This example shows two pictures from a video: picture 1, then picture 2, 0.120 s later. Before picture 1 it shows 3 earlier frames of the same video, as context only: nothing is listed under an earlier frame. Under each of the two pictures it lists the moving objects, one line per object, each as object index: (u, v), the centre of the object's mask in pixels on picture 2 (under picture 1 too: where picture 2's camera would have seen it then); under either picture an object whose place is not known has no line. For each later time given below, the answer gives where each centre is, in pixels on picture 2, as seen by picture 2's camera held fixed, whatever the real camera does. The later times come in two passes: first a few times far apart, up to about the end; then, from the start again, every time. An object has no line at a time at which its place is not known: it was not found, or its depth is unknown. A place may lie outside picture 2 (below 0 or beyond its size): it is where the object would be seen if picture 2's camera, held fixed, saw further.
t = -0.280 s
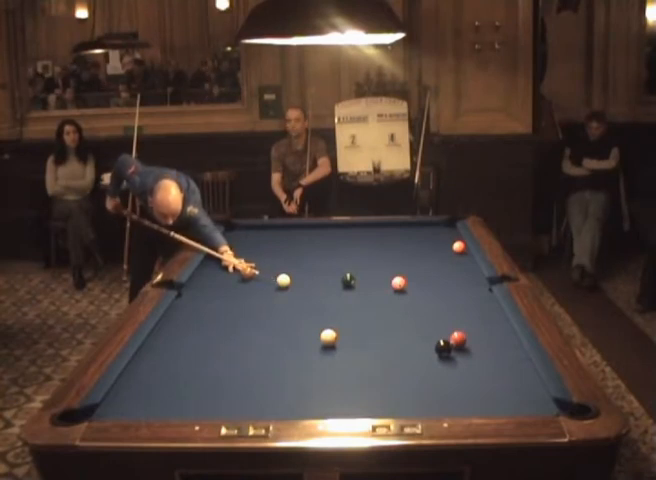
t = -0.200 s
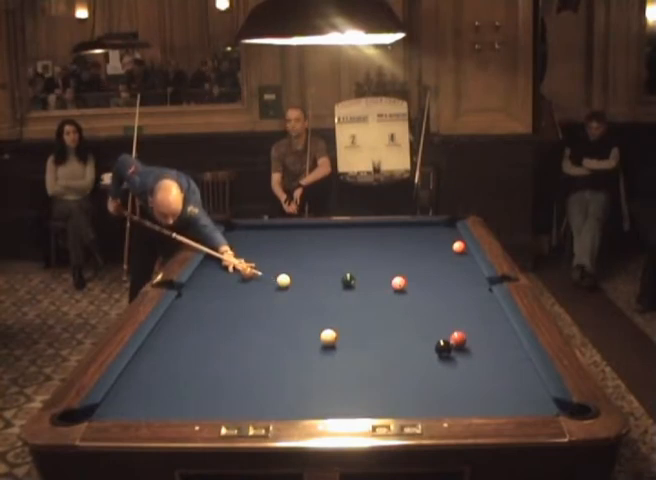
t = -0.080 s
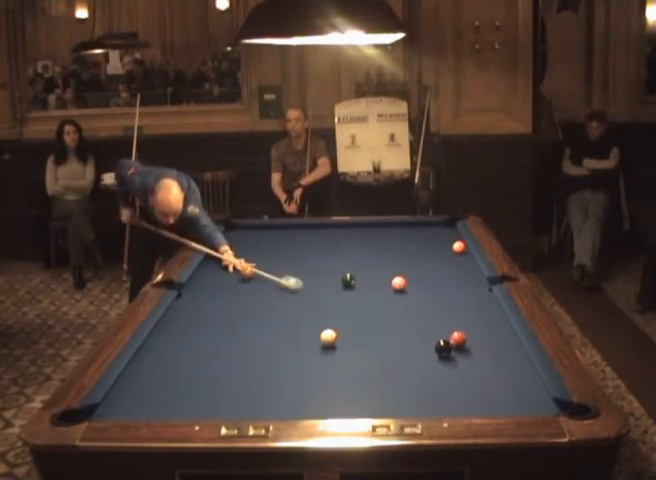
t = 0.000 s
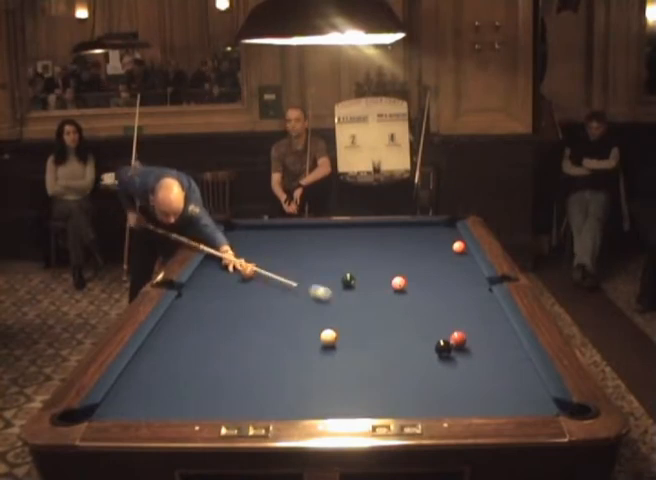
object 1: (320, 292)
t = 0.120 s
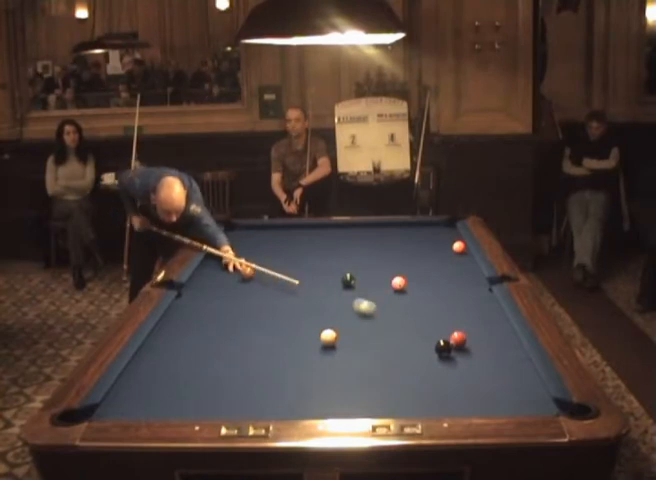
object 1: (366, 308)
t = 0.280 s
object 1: (423, 325)
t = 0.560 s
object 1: (479, 333)
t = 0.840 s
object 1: (500, 333)
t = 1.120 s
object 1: (480, 332)
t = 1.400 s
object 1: (462, 330)
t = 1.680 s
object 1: (446, 329)
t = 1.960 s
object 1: (432, 328)
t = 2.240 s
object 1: (420, 327)
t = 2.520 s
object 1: (410, 326)
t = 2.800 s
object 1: (401, 326)
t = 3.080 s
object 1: (394, 325)
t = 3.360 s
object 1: (388, 325)
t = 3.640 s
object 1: (385, 325)
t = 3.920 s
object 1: (383, 325)
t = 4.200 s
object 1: (382, 325)
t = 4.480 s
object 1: (383, 325)
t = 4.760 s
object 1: (383, 325)
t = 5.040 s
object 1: (382, 325)
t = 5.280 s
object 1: (382, 325)
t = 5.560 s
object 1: (382, 325)
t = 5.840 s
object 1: (382, 325)
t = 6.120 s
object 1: (382, 325)
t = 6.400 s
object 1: (382, 325)
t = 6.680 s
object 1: (382, 325)
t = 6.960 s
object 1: (382, 325)
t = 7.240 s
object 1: (382, 325)
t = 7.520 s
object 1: (382, 325)
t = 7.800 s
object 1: (382, 325)
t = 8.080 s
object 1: (382, 325)
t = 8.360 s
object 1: (382, 325)
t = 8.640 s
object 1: (382, 325)
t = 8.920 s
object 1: (382, 325)
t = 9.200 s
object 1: (382, 325)
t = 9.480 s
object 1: (382, 325)
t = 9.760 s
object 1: (382, 325)
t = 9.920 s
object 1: (383, 325)
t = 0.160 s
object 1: (381, 312)
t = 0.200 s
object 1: (395, 316)
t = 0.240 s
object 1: (409, 321)
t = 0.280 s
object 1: (423, 325)
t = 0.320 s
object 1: (436, 329)
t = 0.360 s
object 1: (447, 332)
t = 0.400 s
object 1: (454, 332)
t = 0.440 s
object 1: (460, 333)
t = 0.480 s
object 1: (466, 333)
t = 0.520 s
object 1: (473, 333)
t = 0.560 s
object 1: (479, 333)
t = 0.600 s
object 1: (485, 333)
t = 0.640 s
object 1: (492, 333)
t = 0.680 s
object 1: (498, 333)
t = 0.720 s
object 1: (504, 334)
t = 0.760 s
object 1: (507, 333)
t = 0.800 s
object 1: (503, 333)
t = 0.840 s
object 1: (500, 333)
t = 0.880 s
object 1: (497, 333)
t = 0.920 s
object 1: (494, 333)
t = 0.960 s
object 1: (491, 332)
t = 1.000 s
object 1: (488, 332)
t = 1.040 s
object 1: (485, 332)
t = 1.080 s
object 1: (483, 332)
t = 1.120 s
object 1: (480, 332)
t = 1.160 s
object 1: (477, 331)
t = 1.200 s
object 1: (474, 331)
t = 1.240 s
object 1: (472, 331)
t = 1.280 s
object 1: (469, 331)
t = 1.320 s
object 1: (467, 331)
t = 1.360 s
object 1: (465, 330)
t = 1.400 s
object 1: (462, 330)
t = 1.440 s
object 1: (460, 330)
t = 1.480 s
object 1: (457, 329)
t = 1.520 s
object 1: (455, 330)
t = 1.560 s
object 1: (452, 329)
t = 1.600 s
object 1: (450, 329)
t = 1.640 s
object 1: (448, 328)
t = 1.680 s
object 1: (446, 329)
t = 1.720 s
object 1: (444, 328)
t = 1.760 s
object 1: (442, 328)
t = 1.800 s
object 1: (440, 328)
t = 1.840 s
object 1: (438, 328)
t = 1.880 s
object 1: (436, 328)
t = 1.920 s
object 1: (434, 328)
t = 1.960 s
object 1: (432, 328)
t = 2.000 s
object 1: (430, 328)
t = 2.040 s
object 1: (429, 327)
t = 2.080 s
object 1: (426, 327)
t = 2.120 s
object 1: (425, 327)
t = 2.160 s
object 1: (423, 327)
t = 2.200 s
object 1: (422, 327)
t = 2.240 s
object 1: (420, 327)
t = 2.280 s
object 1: (419, 327)
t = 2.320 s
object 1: (417, 327)
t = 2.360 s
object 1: (416, 327)
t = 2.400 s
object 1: (414, 326)
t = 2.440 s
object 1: (413, 327)
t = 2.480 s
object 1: (411, 326)
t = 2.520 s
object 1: (410, 326)
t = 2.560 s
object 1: (408, 326)
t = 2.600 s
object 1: (407, 326)
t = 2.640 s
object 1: (406, 326)
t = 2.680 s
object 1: (405, 326)
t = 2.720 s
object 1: (403, 326)
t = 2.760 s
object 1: (402, 326)
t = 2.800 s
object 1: (401, 326)
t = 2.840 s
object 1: (400, 326)
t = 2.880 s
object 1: (399, 326)
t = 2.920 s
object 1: (398, 325)
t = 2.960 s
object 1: (397, 326)
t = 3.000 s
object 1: (396, 325)
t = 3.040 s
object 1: (395, 325)
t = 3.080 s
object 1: (394, 325)
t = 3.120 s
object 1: (393, 325)
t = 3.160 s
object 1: (392, 325)
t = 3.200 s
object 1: (391, 325)
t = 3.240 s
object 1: (391, 325)
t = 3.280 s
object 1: (390, 325)
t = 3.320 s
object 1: (389, 325)
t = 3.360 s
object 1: (388, 325)
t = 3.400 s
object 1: (388, 325)
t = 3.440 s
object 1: (387, 325)
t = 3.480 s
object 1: (386, 325)
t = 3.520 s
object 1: (386, 325)
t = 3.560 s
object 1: (385, 325)
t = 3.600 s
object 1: (385, 325)
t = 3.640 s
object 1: (385, 325)
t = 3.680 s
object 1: (384, 325)
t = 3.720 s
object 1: (384, 325)
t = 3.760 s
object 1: (384, 325)
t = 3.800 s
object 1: (383, 325)
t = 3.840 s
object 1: (383, 325)
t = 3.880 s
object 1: (383, 325)
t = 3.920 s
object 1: (383, 325)
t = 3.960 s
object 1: (383, 325)
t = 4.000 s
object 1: (383, 325)
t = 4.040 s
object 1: (383, 325)
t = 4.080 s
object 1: (382, 325)
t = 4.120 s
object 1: (383, 325)
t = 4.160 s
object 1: (383, 325)
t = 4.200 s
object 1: (382, 325)
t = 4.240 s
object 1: (383, 325)
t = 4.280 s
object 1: (383, 325)
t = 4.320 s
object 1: (383, 325)
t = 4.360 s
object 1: (383, 325)
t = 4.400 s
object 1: (383, 325)
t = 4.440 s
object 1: (383, 325)
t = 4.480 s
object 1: (383, 325)
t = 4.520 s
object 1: (383, 325)
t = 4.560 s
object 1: (383, 325)
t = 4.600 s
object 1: (383, 325)
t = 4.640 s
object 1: (383, 325)
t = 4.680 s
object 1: (383, 325)
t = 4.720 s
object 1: (383, 325)
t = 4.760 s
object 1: (383, 325)
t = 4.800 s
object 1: (383, 325)
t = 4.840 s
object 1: (383, 325)
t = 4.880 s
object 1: (382, 325)
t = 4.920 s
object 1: (382, 325)
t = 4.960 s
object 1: (383, 325)
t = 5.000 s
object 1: (382, 325)
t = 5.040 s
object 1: (382, 325)
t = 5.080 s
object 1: (382, 325)
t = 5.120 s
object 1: (382, 325)
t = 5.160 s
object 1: (382, 325)
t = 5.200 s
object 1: (382, 325)
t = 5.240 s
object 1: (382, 325)
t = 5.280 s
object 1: (382, 325)
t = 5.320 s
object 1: (382, 325)
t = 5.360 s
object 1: (382, 325)
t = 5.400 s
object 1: (382, 325)
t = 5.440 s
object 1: (382, 325)
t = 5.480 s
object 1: (382, 325)
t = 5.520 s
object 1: (382, 325)
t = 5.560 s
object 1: (382, 325)
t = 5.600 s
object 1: (382, 325)
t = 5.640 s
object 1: (382, 325)
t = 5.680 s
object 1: (382, 325)
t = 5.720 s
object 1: (383, 325)
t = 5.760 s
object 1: (382, 325)
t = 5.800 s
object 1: (382, 325)
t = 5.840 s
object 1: (382, 325)
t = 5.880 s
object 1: (382, 325)
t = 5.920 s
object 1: (382, 325)
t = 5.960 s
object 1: (382, 325)
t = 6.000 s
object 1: (382, 325)
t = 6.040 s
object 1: (382, 325)
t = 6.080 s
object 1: (382, 325)
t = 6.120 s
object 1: (382, 325)
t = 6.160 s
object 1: (382, 325)
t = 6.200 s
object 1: (382, 325)
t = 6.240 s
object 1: (382, 325)
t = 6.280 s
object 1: (382, 325)
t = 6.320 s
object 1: (382, 325)
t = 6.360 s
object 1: (382, 325)
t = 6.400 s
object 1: (382, 325)
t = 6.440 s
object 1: (382, 325)
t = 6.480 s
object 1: (382, 325)
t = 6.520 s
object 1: (382, 325)
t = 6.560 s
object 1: (382, 325)
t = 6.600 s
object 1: (383, 325)
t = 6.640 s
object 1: (382, 325)
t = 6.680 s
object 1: (382, 325)
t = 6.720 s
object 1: (382, 325)
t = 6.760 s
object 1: (382, 325)
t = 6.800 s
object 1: (382, 325)
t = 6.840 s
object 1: (382, 325)
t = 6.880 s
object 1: (382, 325)
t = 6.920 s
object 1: (382, 325)
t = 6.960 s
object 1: (382, 325)
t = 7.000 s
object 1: (382, 325)
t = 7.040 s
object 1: (382, 325)
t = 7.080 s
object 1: (382, 325)
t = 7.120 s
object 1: (382, 325)
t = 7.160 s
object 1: (382, 325)
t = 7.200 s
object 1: (382, 325)
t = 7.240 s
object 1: (382, 325)
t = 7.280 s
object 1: (382, 325)
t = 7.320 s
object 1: (382, 325)
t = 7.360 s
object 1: (382, 325)
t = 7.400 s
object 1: (382, 325)
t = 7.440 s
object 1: (382, 325)
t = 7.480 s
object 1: (382, 325)
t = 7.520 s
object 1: (382, 325)
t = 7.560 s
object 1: (382, 325)
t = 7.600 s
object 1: (382, 325)
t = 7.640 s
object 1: (382, 325)
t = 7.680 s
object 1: (382, 325)
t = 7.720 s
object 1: (382, 325)
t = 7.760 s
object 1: (382, 325)
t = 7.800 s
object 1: (382, 325)
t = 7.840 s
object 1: (382, 325)
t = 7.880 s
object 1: (382, 325)
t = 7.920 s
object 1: (383, 325)
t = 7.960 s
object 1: (383, 325)
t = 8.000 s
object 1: (382, 325)
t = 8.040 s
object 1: (382, 325)
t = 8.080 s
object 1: (382, 325)
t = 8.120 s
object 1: (383, 325)
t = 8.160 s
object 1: (382, 325)
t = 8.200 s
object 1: (382, 325)
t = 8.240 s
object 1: (382, 325)
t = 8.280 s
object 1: (382, 325)
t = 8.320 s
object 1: (382, 325)
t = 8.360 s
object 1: (382, 325)
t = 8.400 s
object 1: (382, 325)
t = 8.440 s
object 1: (382, 325)
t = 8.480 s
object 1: (382, 325)
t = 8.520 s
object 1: (382, 325)
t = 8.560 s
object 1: (382, 325)
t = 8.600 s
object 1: (382, 325)
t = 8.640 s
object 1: (382, 325)
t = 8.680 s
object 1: (382, 325)
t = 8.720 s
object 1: (382, 325)
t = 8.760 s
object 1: (382, 325)
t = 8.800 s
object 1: (382, 325)
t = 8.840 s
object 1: (382, 325)
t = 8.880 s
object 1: (382, 325)
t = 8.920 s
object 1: (382, 325)
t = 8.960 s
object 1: (382, 325)
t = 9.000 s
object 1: (382, 325)
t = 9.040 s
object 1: (382, 325)
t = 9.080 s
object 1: (382, 325)
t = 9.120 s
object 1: (382, 325)
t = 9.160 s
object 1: (382, 325)
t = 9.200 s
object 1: (382, 325)
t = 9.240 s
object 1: (382, 324)
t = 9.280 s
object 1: (382, 325)
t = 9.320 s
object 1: (382, 325)
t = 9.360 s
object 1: (382, 325)
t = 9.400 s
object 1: (382, 325)
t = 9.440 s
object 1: (382, 325)
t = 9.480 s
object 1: (382, 325)
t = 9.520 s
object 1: (382, 325)
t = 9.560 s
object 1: (382, 325)
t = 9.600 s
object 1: (382, 325)
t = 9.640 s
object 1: (382, 325)
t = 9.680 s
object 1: (382, 325)
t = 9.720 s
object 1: (382, 325)
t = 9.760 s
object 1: (382, 325)
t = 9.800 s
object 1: (382, 325)
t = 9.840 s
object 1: (382, 325)
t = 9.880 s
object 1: (382, 325)
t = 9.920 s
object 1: (383, 325)
